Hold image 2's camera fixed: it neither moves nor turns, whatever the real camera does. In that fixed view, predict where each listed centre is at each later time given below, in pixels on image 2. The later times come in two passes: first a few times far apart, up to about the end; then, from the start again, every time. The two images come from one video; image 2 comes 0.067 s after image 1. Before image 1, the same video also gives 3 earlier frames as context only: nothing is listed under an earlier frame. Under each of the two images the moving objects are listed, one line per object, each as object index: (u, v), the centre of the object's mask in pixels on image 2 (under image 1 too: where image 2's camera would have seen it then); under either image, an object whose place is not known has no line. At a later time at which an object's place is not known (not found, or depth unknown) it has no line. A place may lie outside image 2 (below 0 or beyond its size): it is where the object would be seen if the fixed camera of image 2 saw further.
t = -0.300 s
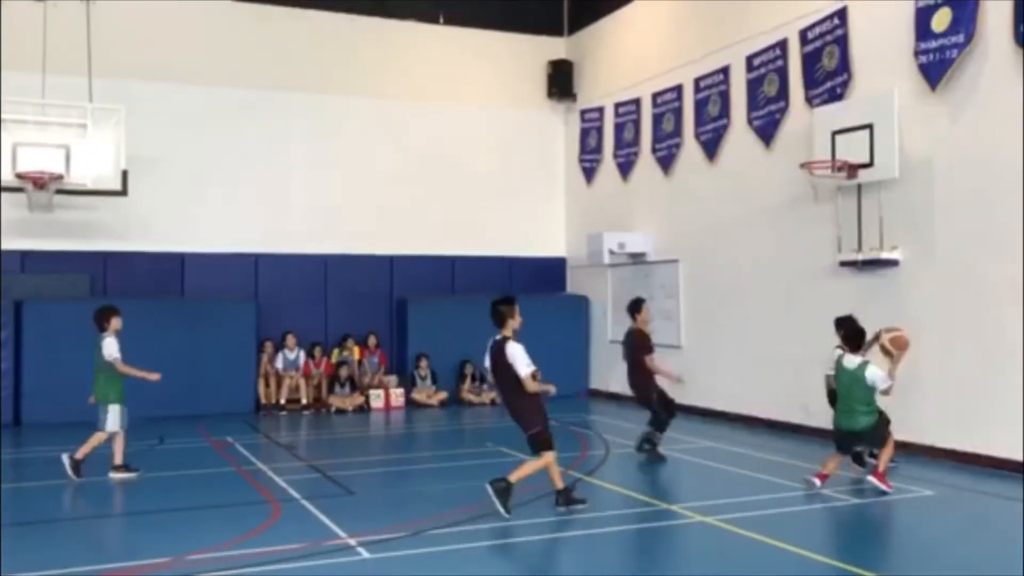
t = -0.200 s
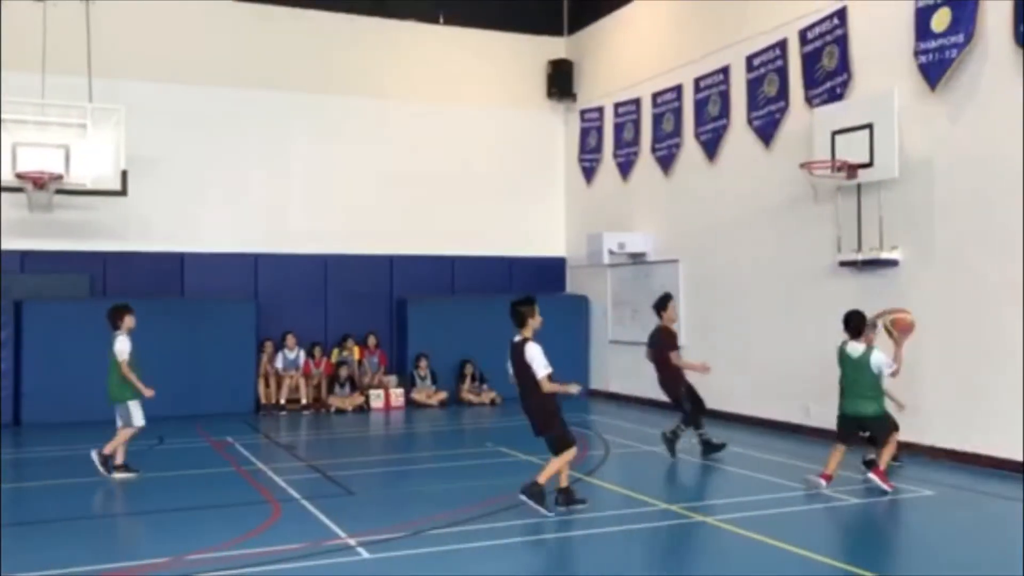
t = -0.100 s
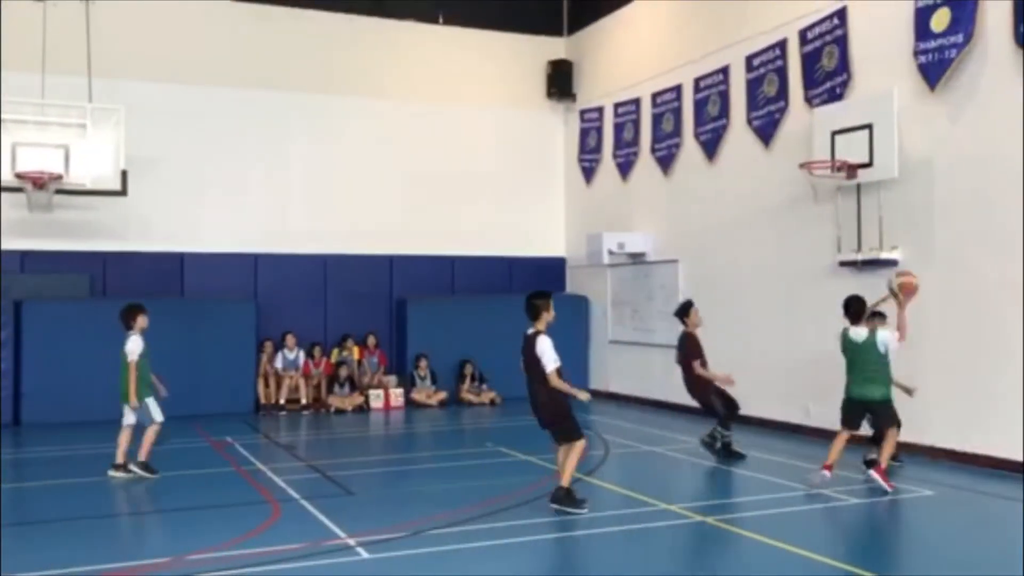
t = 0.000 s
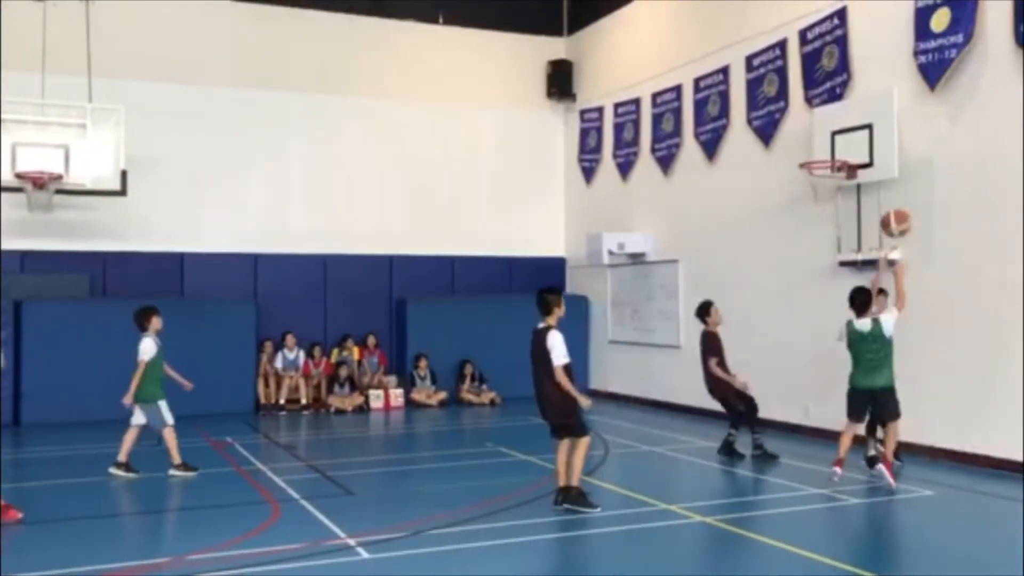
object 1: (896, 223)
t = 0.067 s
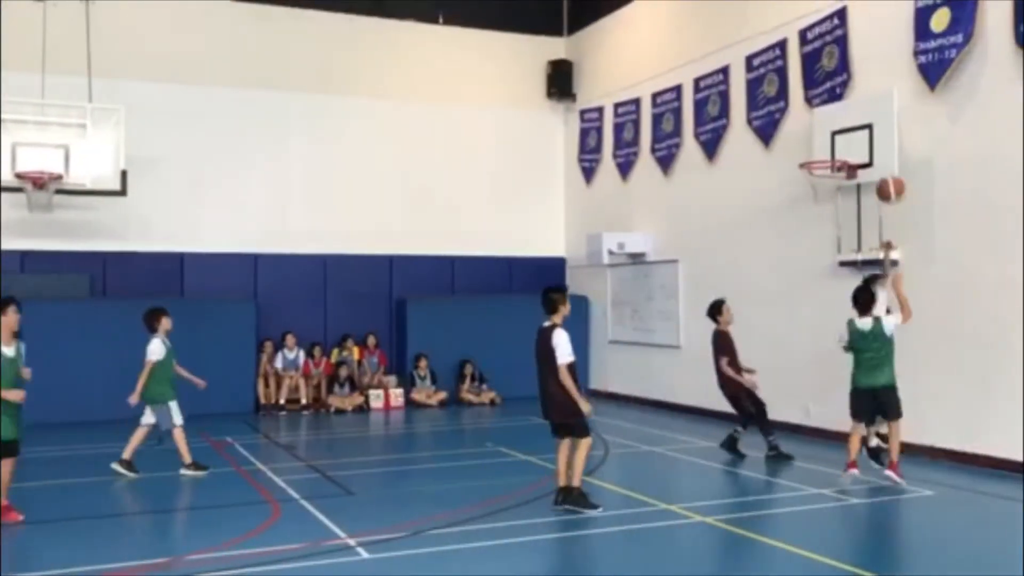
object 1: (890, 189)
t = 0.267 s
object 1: (877, 124)
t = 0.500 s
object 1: (862, 108)
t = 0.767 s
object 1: (845, 152)
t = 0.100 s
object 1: (888, 175)
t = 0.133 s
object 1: (886, 162)
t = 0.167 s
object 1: (884, 151)
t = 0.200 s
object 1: (883, 142)
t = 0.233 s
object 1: (880, 132)
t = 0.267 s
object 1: (877, 124)
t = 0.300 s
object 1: (875, 118)
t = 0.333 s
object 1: (873, 114)
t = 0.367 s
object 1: (869, 111)
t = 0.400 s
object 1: (867, 108)
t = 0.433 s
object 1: (866, 108)
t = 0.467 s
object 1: (864, 107)
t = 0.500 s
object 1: (862, 108)
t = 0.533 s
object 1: (860, 110)
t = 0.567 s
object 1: (859, 114)
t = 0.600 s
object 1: (857, 117)
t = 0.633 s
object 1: (855, 123)
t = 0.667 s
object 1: (853, 129)
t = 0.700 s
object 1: (853, 137)
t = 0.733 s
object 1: (851, 145)
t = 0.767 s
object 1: (845, 152)
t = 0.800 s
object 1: (839, 152)
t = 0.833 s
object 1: (831, 150)
